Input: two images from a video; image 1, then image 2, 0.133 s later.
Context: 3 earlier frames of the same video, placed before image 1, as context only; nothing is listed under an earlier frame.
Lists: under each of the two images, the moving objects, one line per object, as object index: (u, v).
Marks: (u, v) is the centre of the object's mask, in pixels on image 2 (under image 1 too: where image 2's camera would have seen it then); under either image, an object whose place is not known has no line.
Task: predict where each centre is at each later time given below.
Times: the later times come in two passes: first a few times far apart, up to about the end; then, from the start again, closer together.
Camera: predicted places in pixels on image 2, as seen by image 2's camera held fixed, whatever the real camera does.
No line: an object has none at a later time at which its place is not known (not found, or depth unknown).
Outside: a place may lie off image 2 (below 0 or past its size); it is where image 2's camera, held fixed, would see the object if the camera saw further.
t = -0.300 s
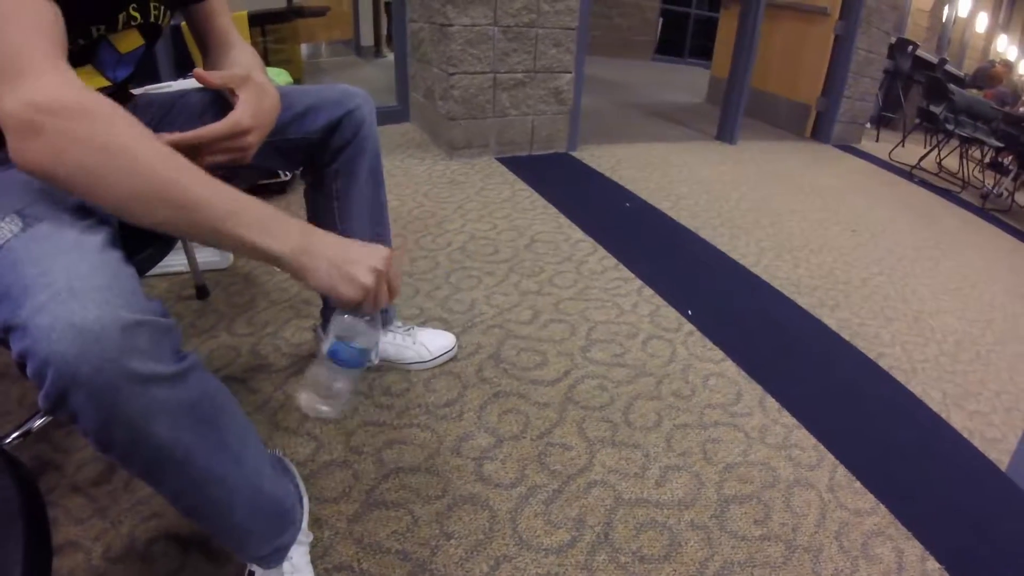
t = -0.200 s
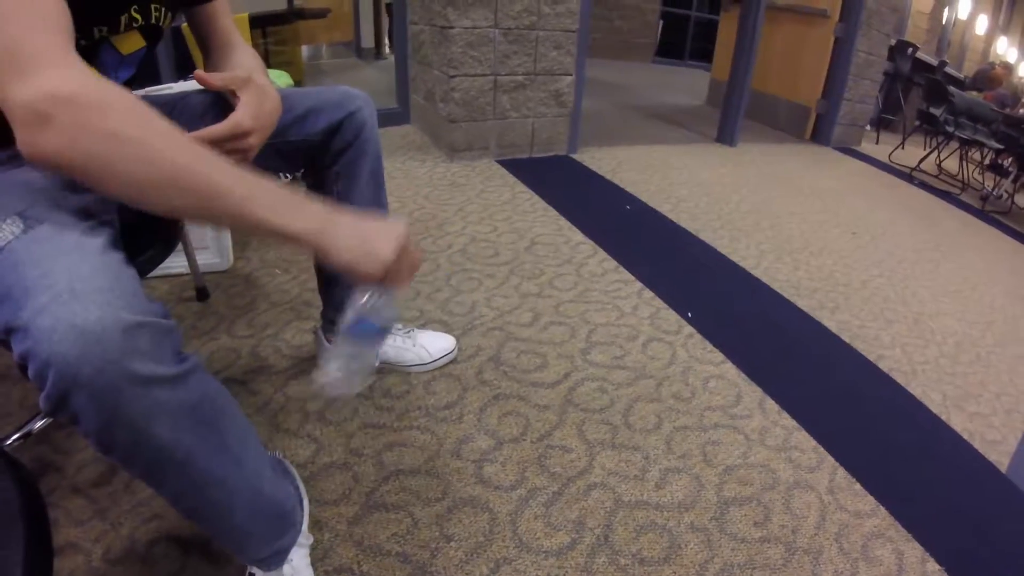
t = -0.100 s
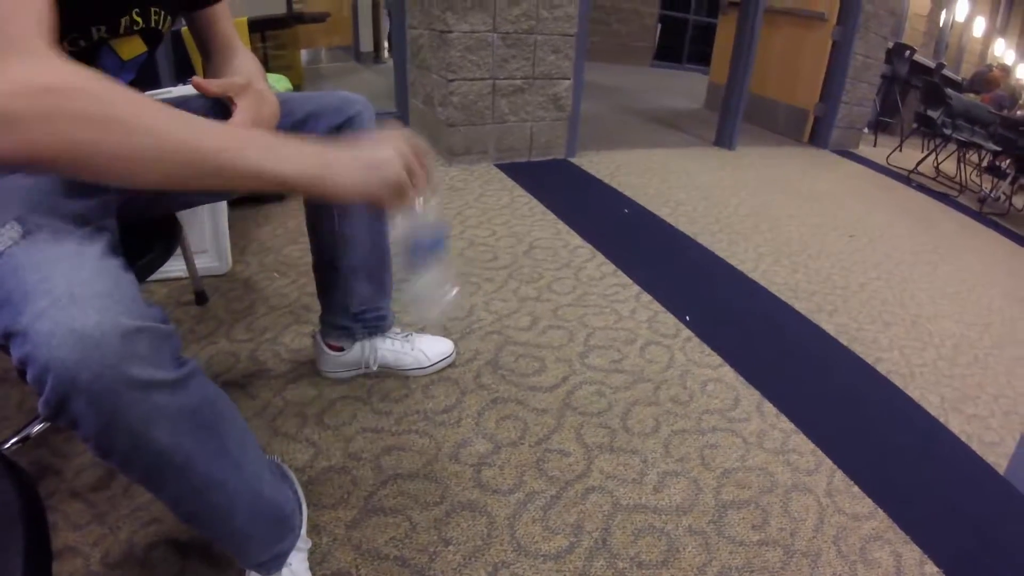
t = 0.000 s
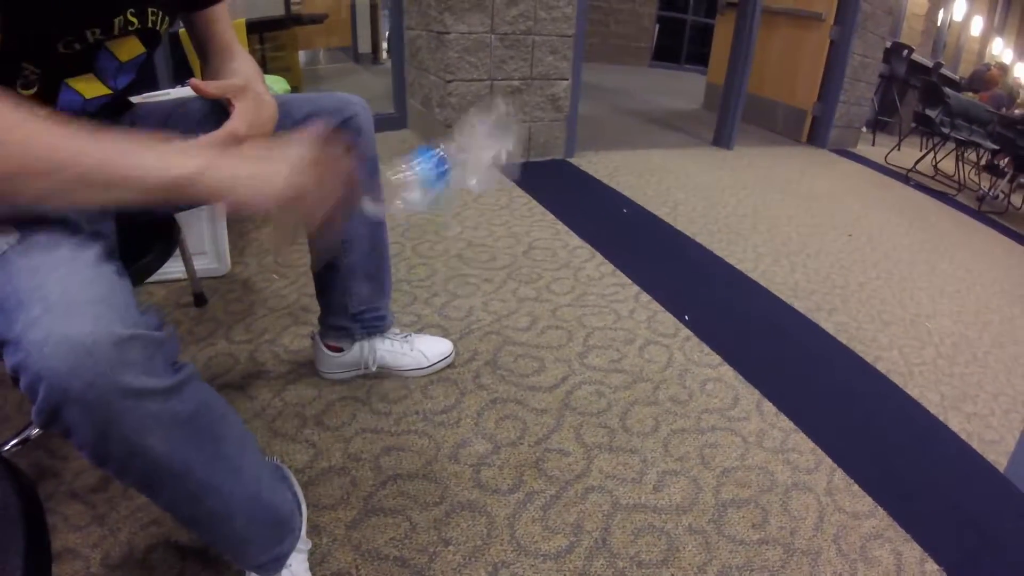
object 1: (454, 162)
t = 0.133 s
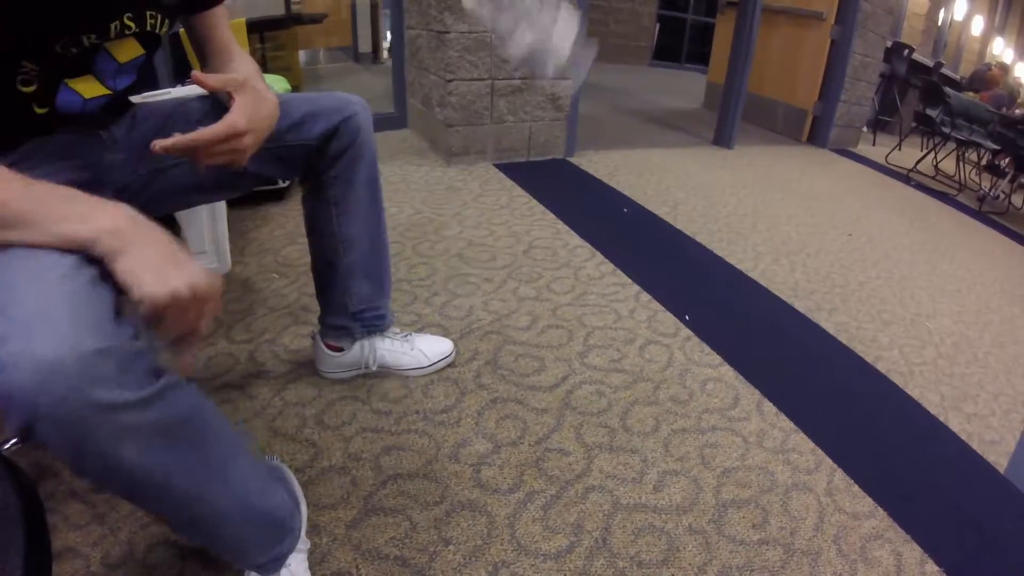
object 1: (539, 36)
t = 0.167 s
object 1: (555, 18)
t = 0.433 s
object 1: (538, 180)
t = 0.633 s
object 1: (516, 392)
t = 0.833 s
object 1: (512, 389)
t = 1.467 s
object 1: (512, 388)
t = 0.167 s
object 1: (555, 18)
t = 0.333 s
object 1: (533, 57)
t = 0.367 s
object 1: (537, 91)
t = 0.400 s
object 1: (544, 126)
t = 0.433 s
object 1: (538, 180)
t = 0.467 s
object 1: (530, 246)
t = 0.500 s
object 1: (523, 317)
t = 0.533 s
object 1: (521, 367)
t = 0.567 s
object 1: (521, 389)
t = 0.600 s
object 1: (518, 391)
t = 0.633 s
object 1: (516, 392)
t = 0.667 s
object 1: (515, 391)
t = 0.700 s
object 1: (513, 390)
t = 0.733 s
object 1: (511, 390)
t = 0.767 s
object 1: (511, 389)
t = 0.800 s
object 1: (512, 389)
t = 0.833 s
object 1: (512, 389)
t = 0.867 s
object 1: (512, 390)
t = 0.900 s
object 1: (512, 389)
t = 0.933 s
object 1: (512, 389)
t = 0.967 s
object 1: (512, 388)
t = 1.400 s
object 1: (513, 388)
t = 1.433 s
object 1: (512, 388)
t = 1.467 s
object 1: (512, 388)
